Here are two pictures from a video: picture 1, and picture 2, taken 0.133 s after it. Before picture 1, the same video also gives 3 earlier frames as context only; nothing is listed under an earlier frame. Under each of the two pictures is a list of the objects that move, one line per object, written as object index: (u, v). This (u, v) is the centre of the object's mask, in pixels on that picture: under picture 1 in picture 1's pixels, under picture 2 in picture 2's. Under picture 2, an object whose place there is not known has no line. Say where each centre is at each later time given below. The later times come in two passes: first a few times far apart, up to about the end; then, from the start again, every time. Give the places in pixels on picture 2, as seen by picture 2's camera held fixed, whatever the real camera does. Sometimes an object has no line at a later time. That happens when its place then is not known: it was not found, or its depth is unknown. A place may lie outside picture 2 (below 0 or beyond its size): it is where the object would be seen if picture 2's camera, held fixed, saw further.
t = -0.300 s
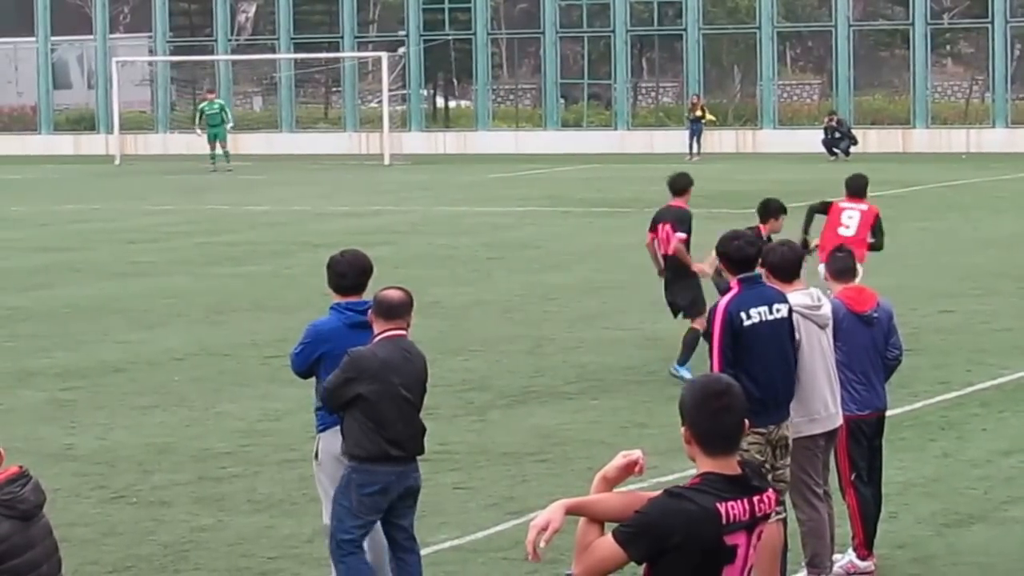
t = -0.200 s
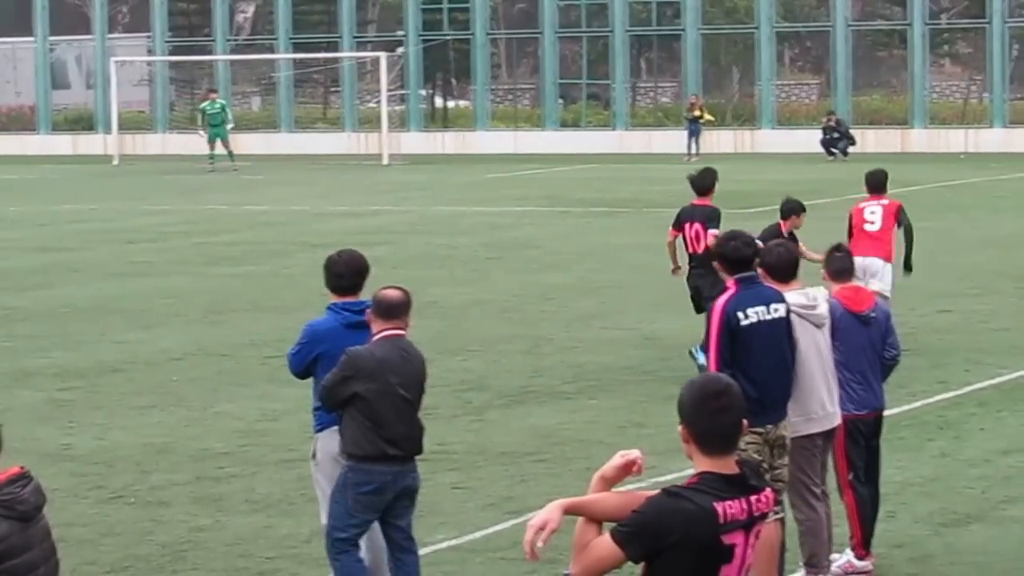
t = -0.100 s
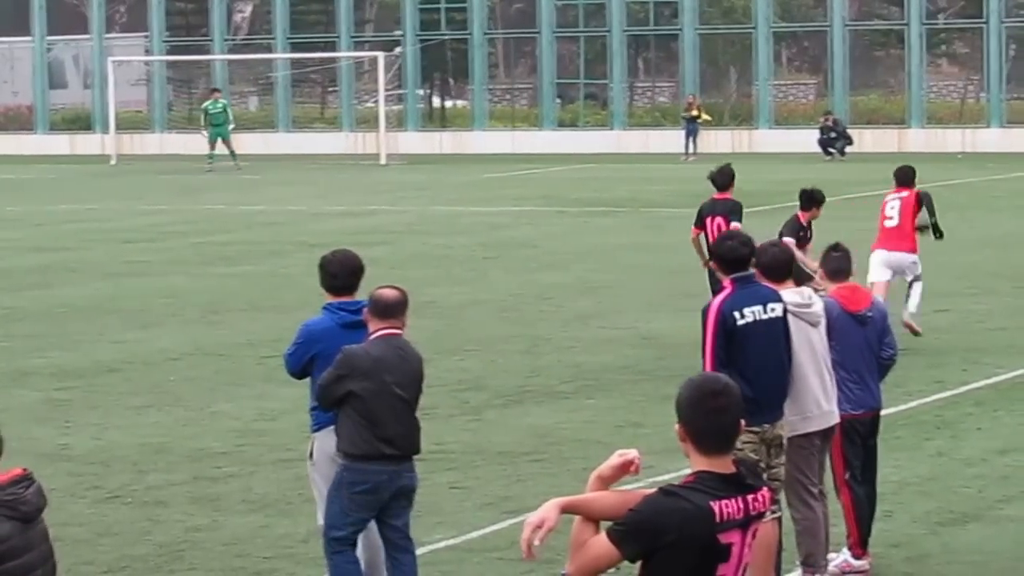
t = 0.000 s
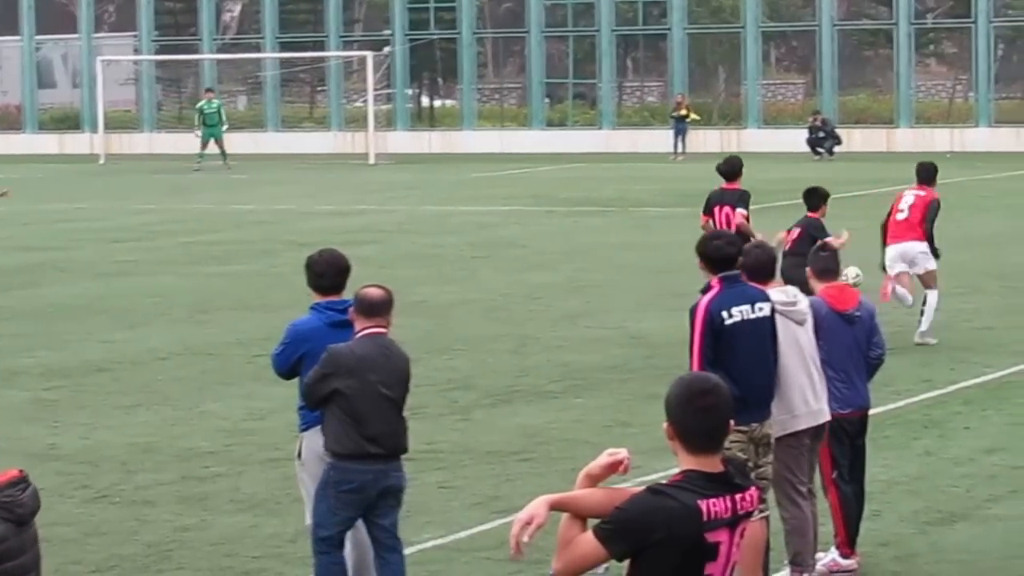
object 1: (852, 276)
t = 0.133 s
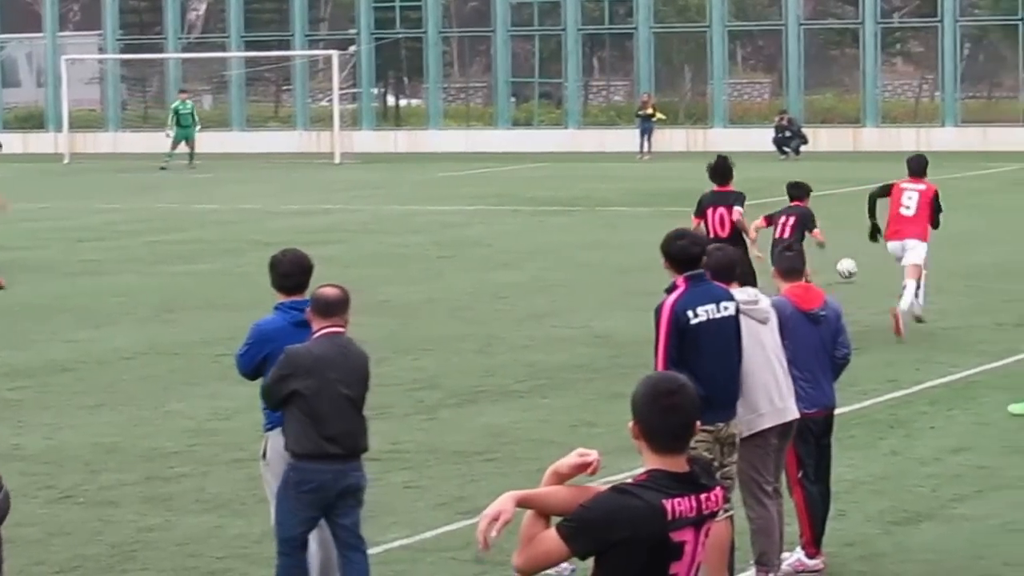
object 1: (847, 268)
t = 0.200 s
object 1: (862, 266)
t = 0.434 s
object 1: (902, 258)
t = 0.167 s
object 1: (856, 266)
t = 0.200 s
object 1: (862, 266)
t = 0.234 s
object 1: (868, 266)
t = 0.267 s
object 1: (875, 264)
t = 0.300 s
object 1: (881, 262)
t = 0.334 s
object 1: (886, 261)
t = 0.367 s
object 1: (892, 260)
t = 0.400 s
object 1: (897, 260)
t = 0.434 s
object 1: (902, 258)
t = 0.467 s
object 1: (907, 255)
